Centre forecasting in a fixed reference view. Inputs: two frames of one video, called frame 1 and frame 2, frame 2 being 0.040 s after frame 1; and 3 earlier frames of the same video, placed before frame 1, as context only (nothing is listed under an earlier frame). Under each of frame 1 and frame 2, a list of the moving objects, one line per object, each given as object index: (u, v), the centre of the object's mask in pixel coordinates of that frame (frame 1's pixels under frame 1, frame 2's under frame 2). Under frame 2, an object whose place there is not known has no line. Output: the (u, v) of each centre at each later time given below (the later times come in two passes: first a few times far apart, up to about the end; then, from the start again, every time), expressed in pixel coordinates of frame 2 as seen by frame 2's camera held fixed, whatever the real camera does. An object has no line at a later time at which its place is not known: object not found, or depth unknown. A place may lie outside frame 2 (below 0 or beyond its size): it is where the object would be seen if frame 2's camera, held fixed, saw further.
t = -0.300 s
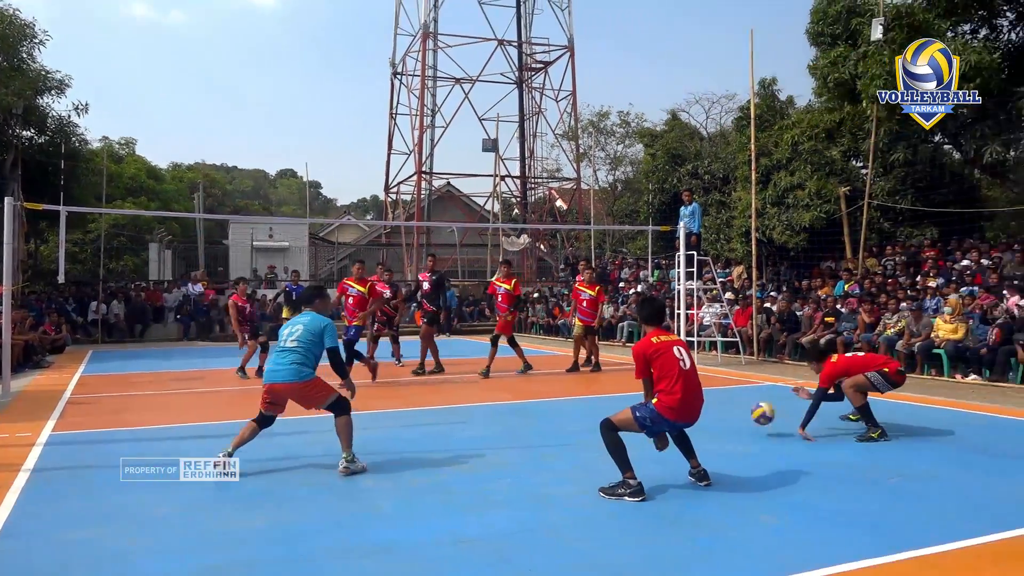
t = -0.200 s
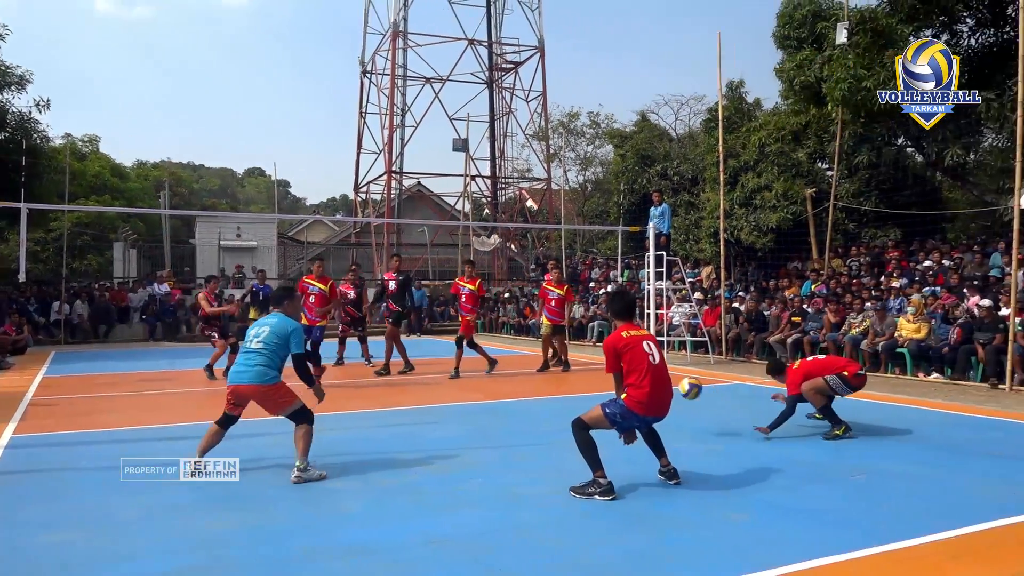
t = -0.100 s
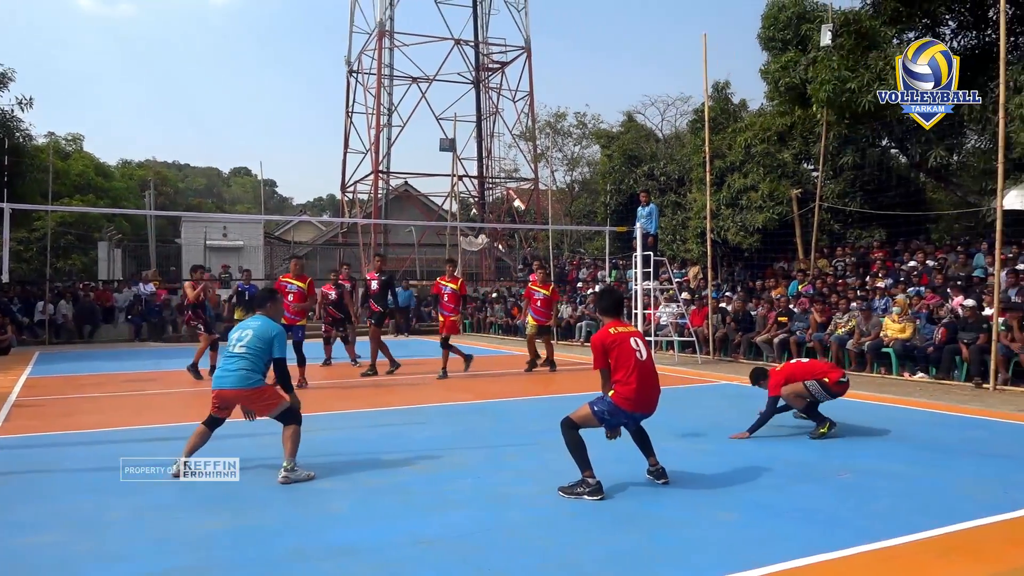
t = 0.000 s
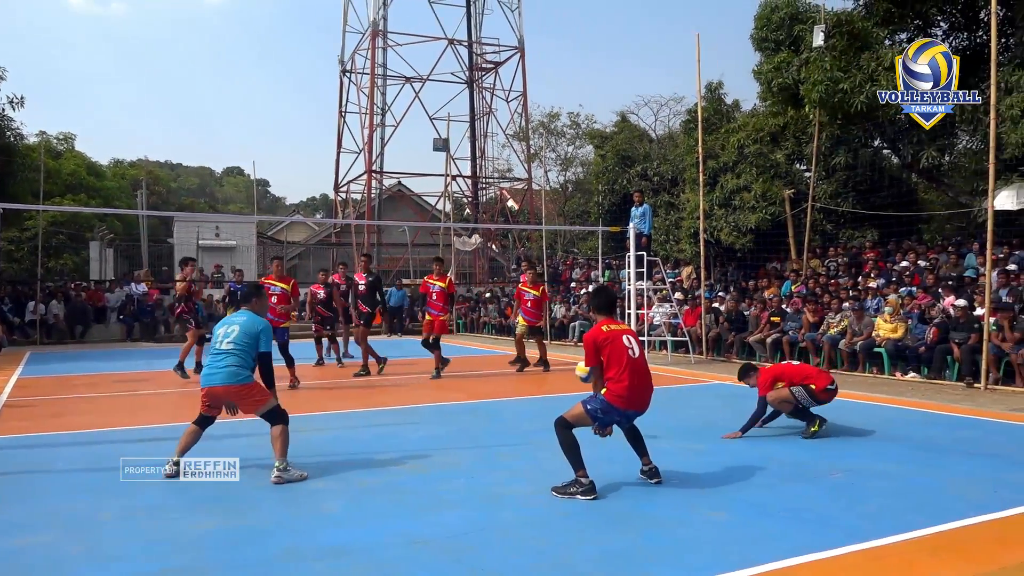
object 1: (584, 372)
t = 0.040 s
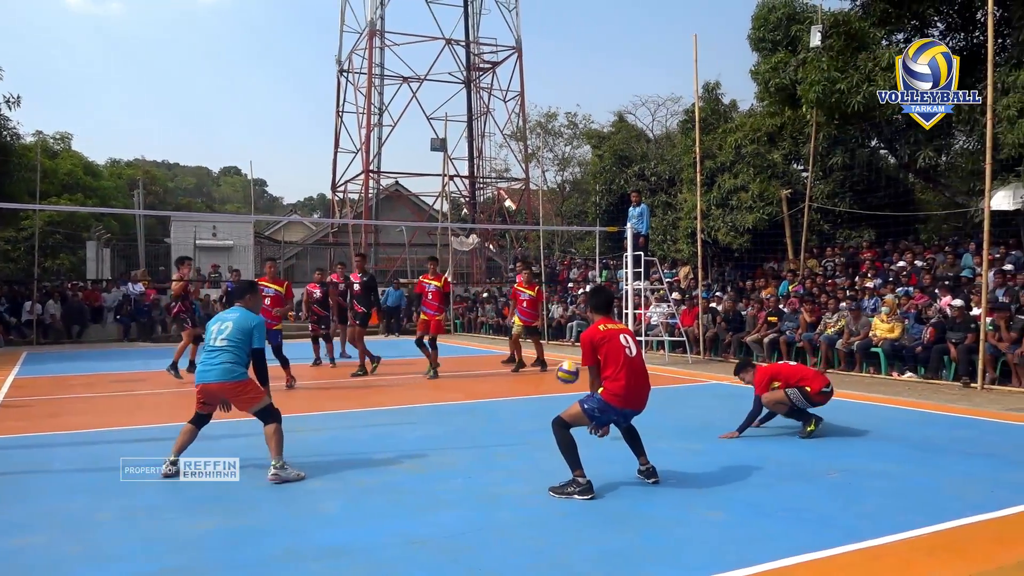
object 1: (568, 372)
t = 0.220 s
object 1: (488, 405)
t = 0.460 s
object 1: (378, 405)
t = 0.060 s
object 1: (558, 374)
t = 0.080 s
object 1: (550, 377)
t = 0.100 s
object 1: (541, 379)
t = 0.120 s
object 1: (532, 382)
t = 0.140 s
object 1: (523, 386)
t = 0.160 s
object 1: (514, 390)
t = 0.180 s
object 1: (505, 394)
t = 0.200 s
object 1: (496, 399)
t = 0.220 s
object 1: (488, 405)
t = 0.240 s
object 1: (478, 410)
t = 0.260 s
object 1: (469, 417)
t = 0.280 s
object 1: (460, 424)
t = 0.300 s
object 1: (452, 431)
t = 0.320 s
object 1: (443, 438)
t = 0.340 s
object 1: (433, 432)
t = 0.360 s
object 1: (425, 427)
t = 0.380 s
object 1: (415, 421)
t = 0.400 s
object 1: (406, 416)
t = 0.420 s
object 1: (397, 413)
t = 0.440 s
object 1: (387, 409)
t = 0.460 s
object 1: (378, 405)
